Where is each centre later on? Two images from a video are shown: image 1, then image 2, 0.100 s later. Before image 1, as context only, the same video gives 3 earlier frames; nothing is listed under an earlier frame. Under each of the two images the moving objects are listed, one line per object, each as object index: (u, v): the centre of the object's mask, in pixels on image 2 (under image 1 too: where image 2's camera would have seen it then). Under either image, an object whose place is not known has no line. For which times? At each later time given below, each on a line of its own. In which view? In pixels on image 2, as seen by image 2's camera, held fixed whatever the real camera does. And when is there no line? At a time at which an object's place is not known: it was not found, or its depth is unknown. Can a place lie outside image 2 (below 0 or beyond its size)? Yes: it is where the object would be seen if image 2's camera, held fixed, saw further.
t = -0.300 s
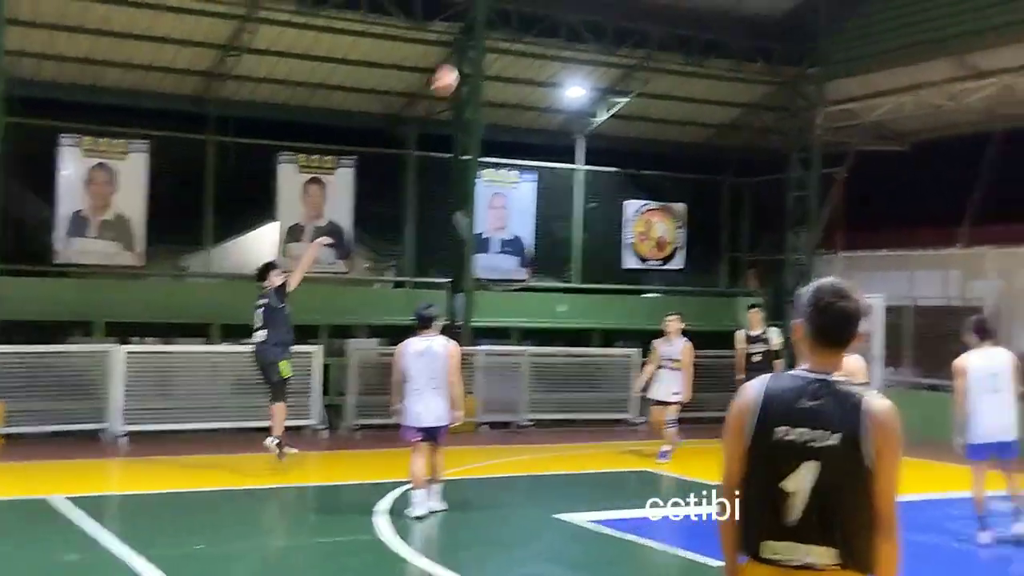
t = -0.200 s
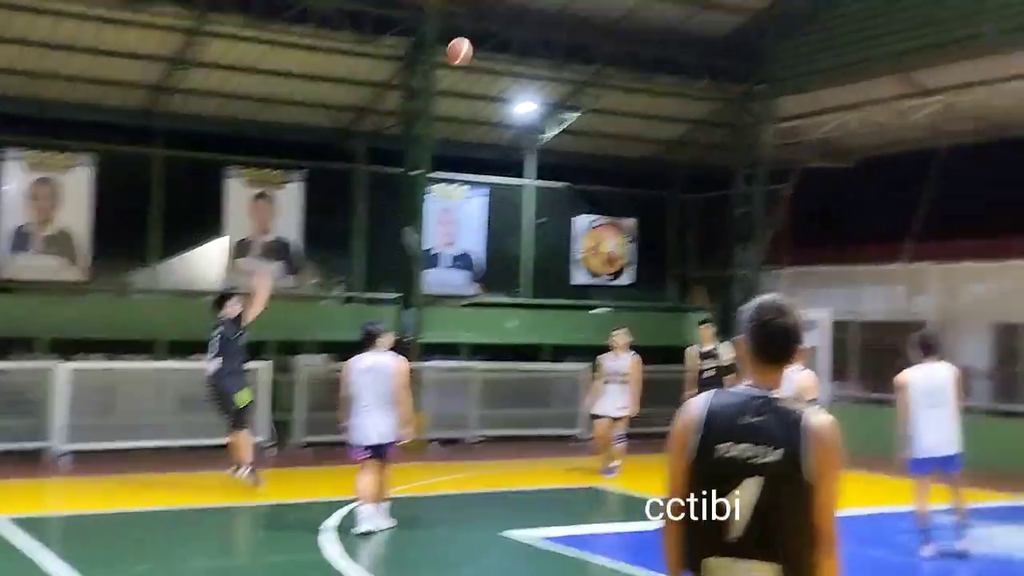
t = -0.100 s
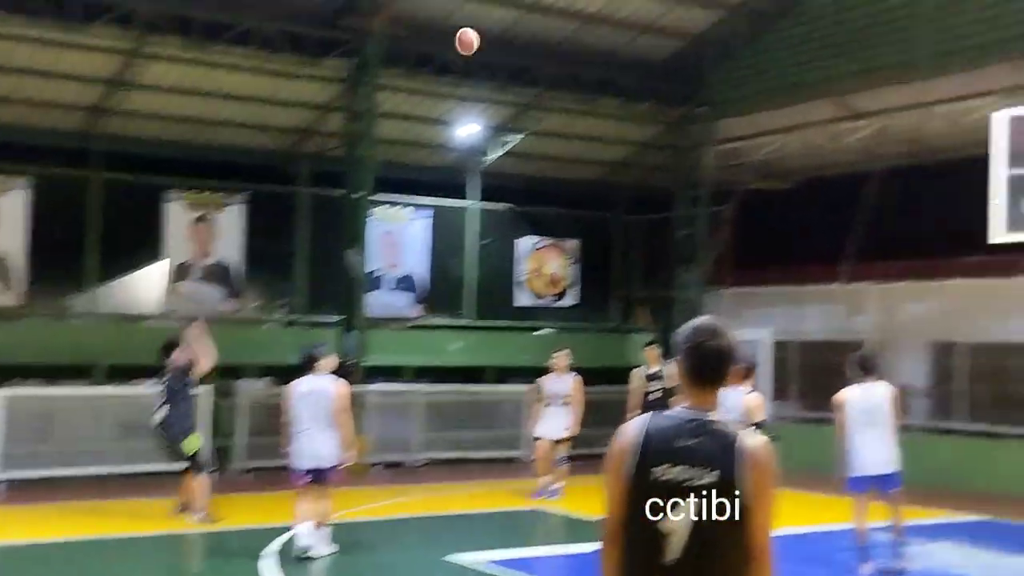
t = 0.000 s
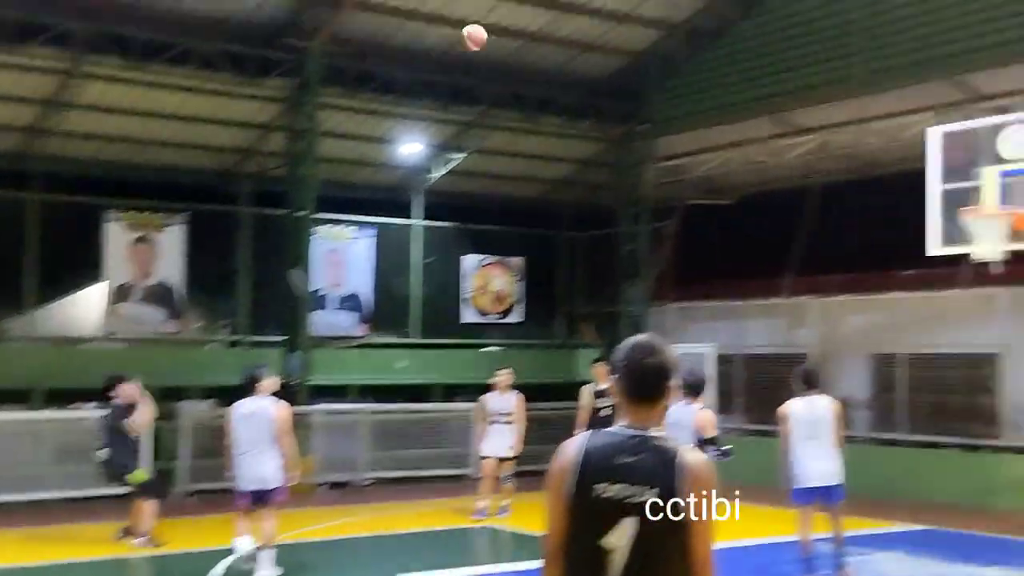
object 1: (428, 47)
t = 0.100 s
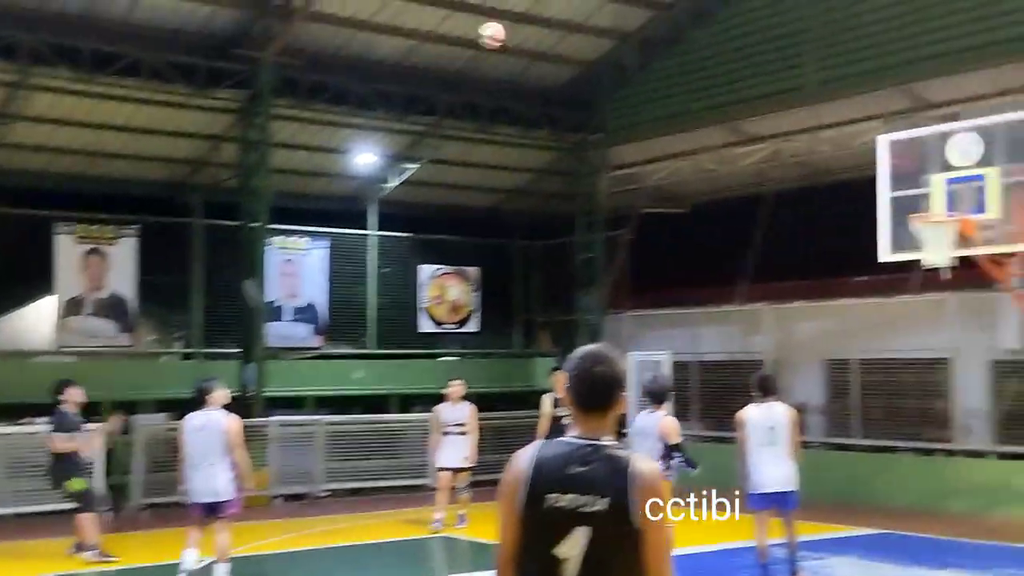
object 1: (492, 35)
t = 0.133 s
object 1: (514, 33)
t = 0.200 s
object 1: (557, 33)
